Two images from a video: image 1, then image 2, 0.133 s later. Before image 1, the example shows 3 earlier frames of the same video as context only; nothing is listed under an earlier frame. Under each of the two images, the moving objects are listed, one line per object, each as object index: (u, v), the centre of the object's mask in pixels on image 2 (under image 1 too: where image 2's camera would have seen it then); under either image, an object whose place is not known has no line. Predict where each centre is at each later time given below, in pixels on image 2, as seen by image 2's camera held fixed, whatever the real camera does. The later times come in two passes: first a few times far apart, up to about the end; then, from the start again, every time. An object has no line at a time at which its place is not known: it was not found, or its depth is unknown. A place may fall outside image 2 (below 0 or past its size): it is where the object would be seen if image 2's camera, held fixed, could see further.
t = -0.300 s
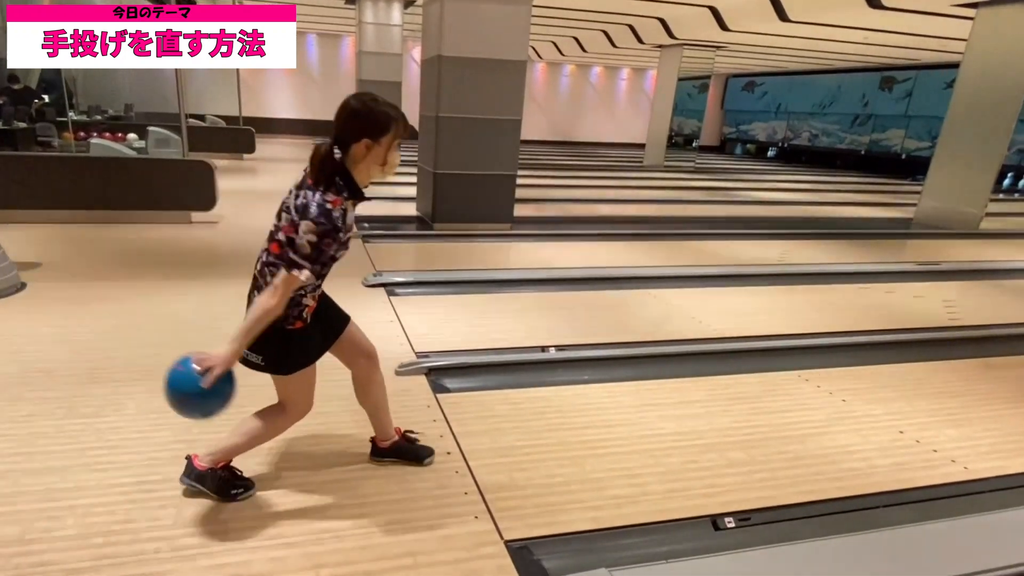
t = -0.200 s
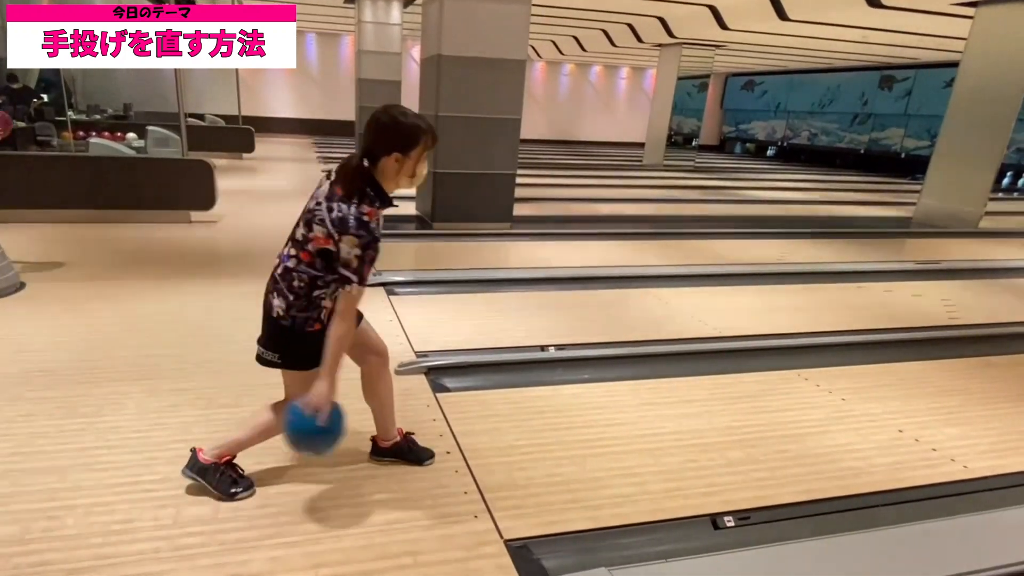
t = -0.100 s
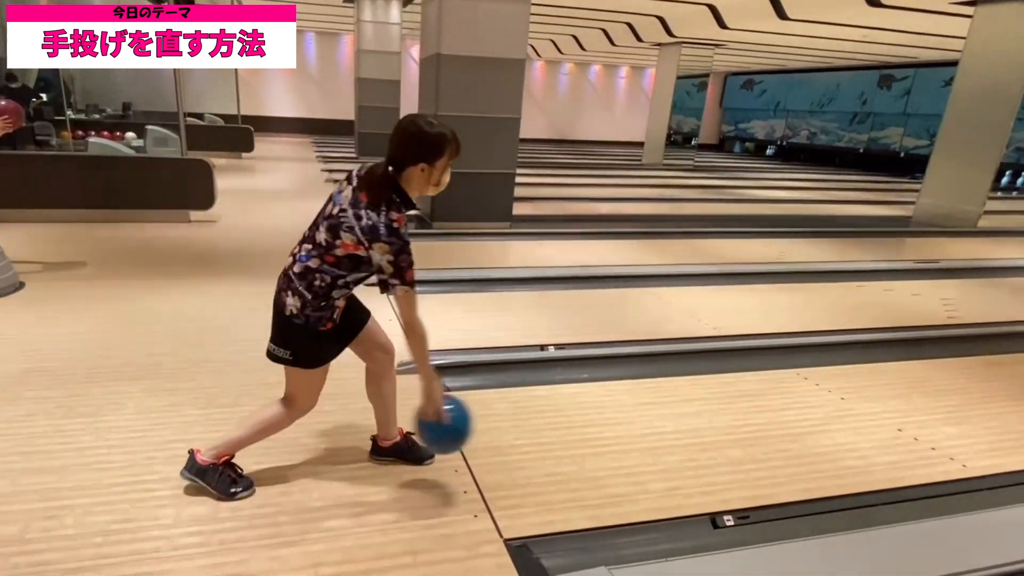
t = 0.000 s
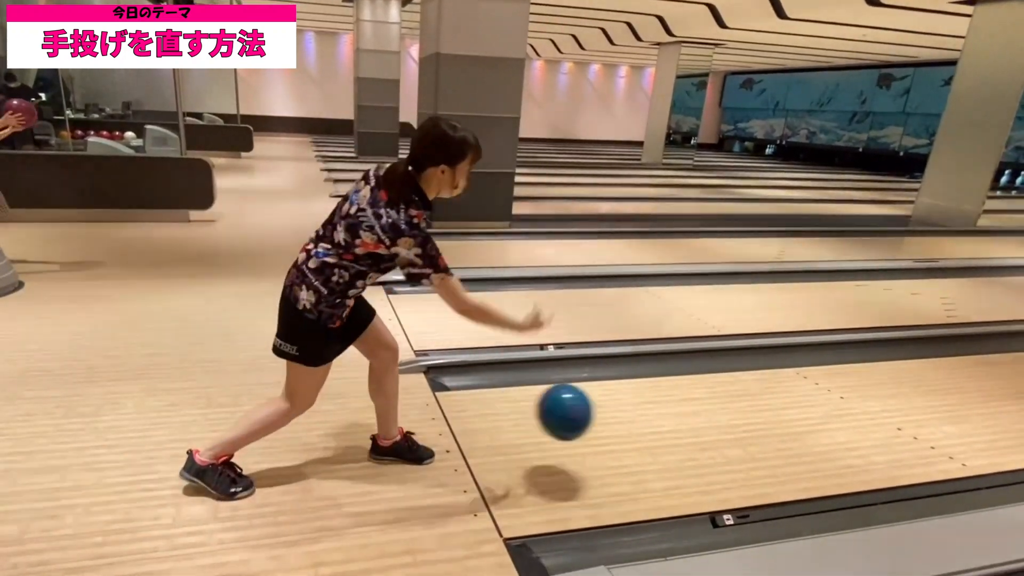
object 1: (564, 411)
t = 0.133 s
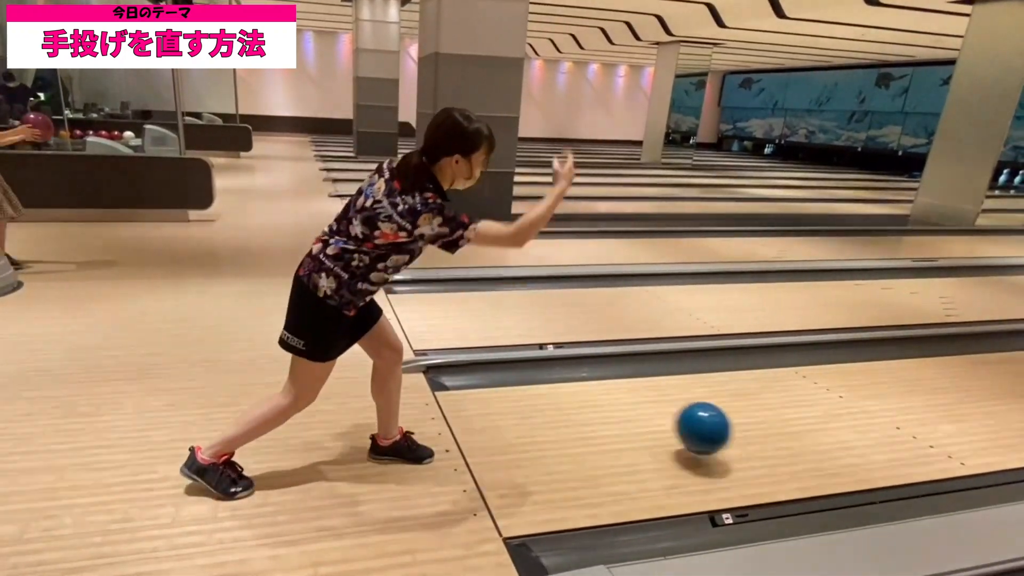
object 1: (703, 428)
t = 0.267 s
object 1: (825, 426)
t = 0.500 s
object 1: (1003, 406)
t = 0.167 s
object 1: (734, 436)
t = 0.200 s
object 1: (765, 432)
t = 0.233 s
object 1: (795, 428)
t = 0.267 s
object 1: (825, 426)
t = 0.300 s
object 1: (852, 423)
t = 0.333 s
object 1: (880, 420)
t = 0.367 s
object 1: (907, 417)
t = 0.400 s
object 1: (932, 414)
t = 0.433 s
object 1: (957, 412)
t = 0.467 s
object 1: (982, 408)
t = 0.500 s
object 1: (1003, 406)
